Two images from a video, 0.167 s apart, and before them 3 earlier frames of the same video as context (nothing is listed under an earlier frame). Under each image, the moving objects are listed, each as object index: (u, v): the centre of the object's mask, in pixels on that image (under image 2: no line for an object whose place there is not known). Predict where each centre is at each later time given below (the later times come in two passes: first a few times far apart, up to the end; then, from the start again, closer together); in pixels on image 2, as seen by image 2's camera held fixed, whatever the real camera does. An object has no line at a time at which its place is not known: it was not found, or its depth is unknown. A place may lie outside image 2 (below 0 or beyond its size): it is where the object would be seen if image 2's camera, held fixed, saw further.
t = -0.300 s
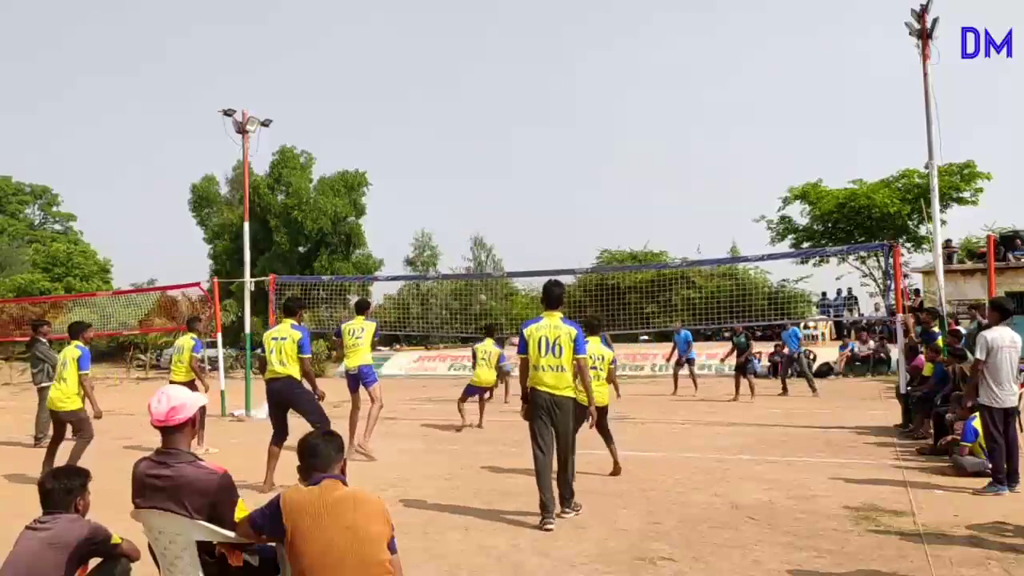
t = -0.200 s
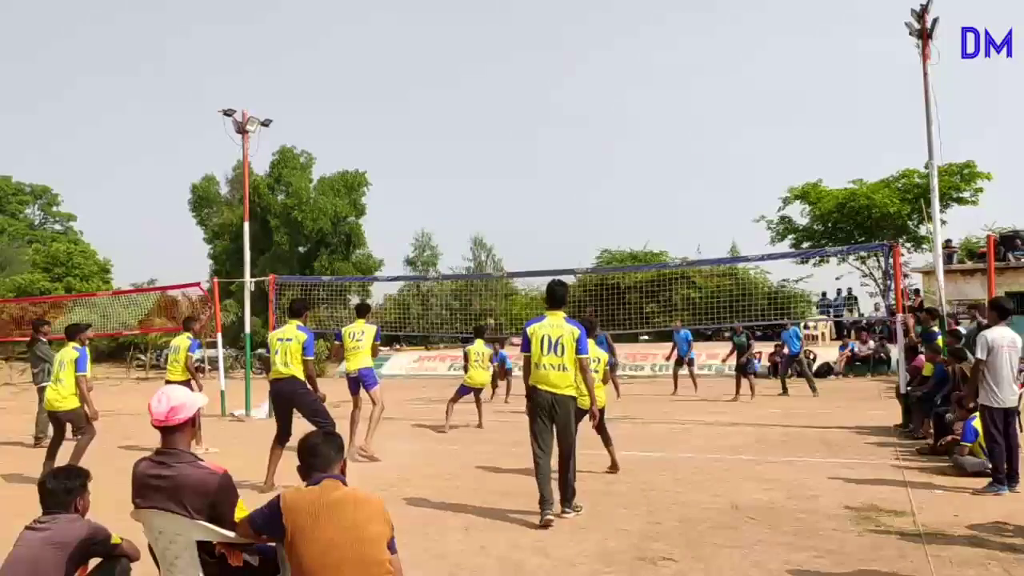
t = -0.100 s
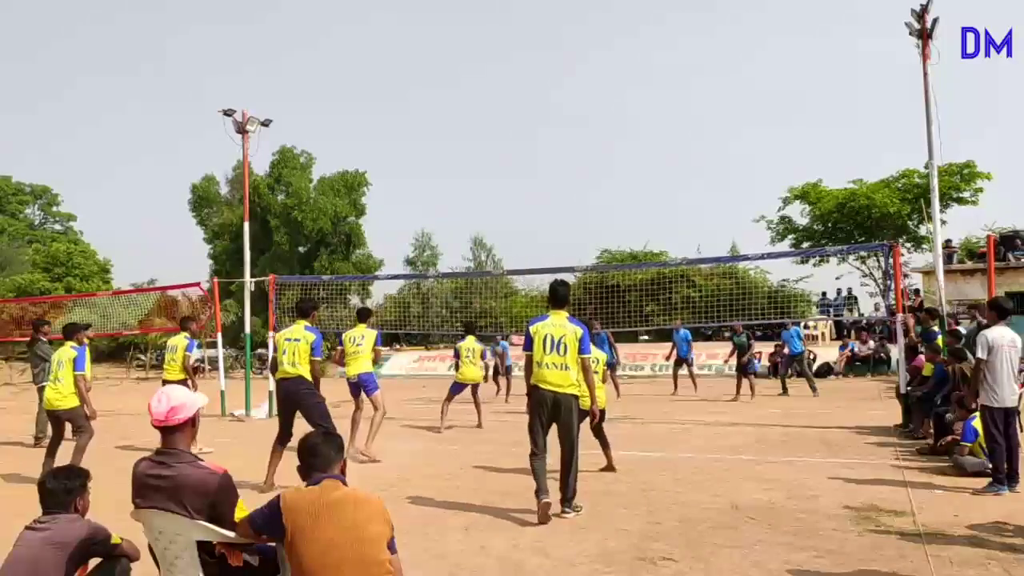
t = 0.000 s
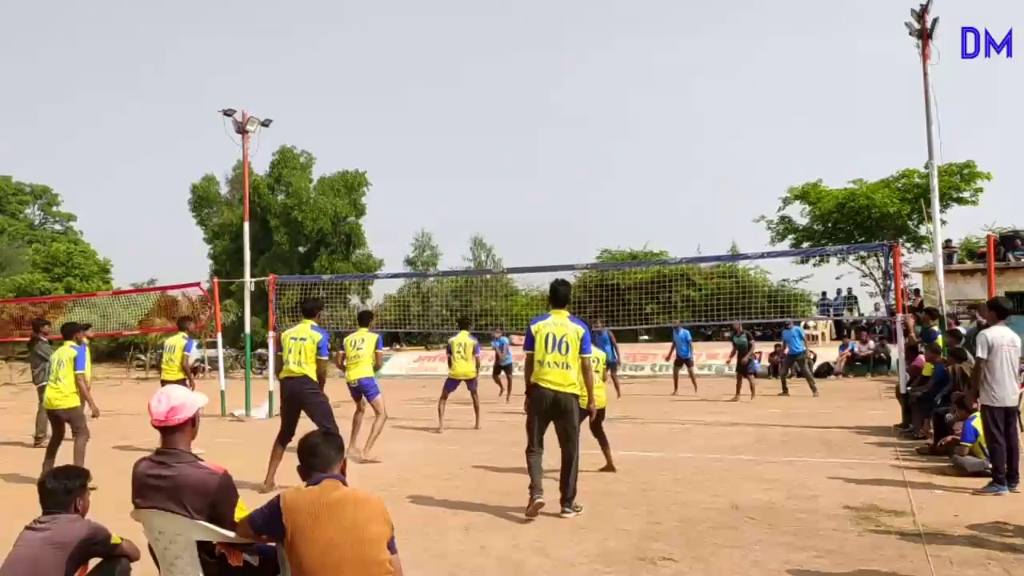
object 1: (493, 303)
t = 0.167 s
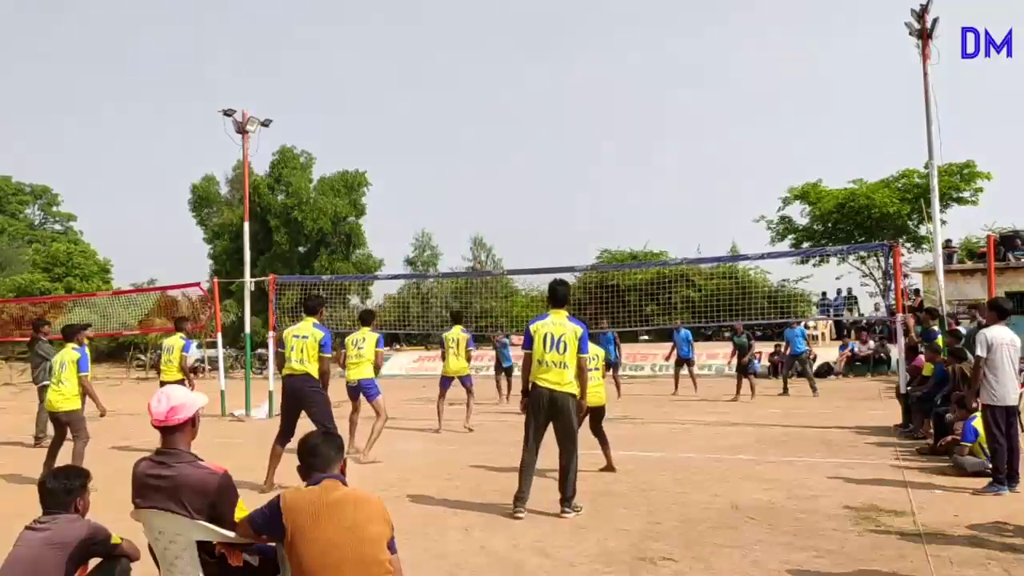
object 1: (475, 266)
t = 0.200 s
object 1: (471, 256)
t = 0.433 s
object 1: (441, 174)
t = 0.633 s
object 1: (410, 118)
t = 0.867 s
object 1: (366, 74)
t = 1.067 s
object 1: (319, 63)
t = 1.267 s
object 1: (260, 86)
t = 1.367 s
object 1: (224, 116)
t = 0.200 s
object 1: (471, 256)
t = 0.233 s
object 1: (468, 243)
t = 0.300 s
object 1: (459, 219)
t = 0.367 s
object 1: (451, 196)
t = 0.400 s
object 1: (446, 185)
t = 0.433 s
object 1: (441, 174)
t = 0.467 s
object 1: (437, 164)
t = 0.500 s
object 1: (431, 154)
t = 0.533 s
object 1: (426, 144)
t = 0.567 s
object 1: (421, 135)
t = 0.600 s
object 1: (416, 126)
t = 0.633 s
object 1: (410, 118)
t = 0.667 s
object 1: (404, 110)
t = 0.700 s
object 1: (398, 103)
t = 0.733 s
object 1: (392, 96)
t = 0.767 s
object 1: (386, 90)
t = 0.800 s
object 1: (379, 84)
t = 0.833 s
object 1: (373, 79)
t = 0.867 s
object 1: (366, 74)
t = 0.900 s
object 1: (359, 71)
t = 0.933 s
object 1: (352, 68)
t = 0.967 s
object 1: (344, 65)
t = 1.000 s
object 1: (336, 64)
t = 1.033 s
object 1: (328, 63)
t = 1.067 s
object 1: (319, 63)
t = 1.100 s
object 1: (310, 64)
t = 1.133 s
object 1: (301, 66)
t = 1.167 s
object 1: (292, 70)
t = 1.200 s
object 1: (282, 74)
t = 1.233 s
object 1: (271, 79)
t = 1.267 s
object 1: (260, 86)
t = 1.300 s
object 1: (249, 95)
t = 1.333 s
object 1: (237, 105)
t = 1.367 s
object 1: (224, 116)
